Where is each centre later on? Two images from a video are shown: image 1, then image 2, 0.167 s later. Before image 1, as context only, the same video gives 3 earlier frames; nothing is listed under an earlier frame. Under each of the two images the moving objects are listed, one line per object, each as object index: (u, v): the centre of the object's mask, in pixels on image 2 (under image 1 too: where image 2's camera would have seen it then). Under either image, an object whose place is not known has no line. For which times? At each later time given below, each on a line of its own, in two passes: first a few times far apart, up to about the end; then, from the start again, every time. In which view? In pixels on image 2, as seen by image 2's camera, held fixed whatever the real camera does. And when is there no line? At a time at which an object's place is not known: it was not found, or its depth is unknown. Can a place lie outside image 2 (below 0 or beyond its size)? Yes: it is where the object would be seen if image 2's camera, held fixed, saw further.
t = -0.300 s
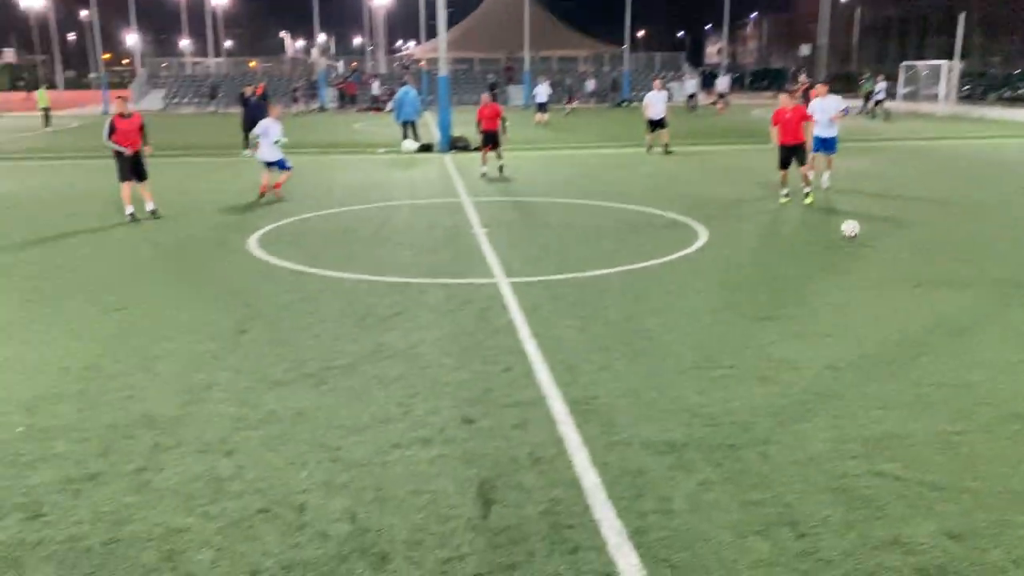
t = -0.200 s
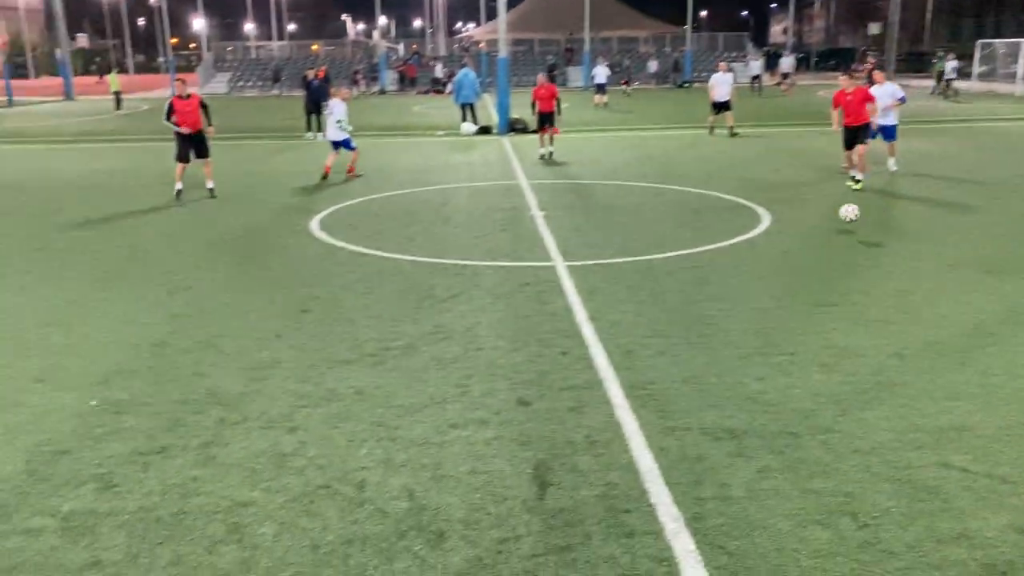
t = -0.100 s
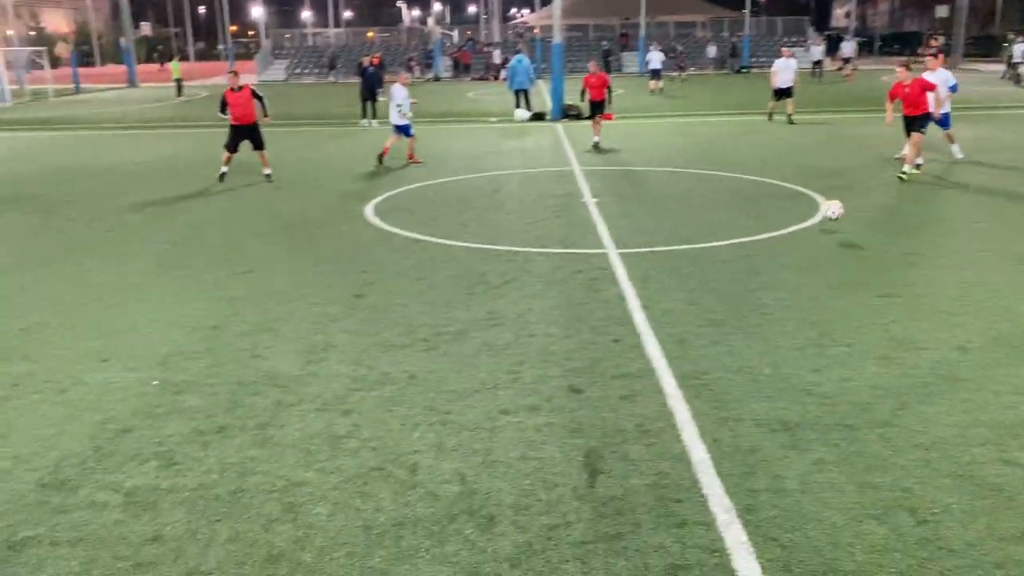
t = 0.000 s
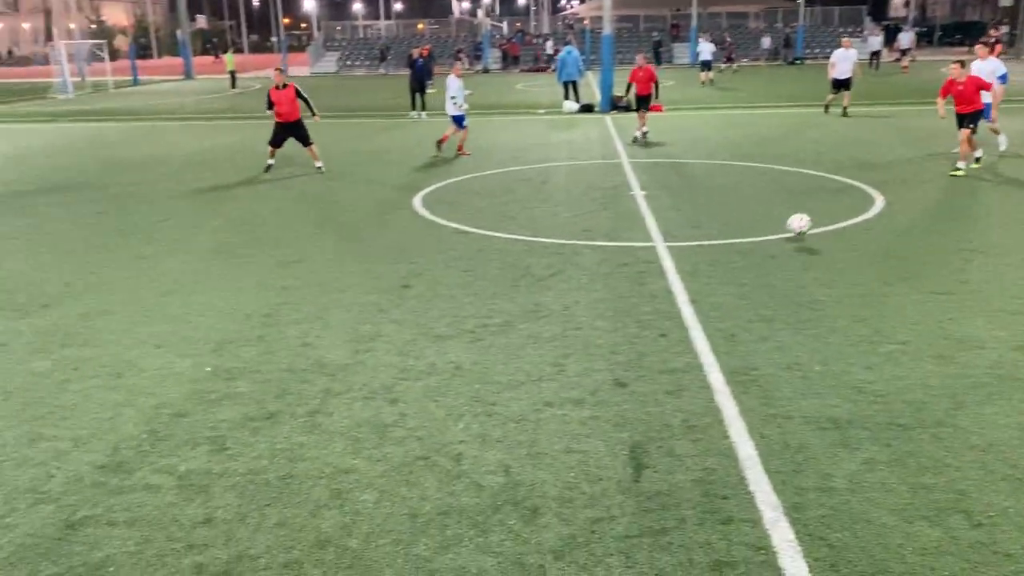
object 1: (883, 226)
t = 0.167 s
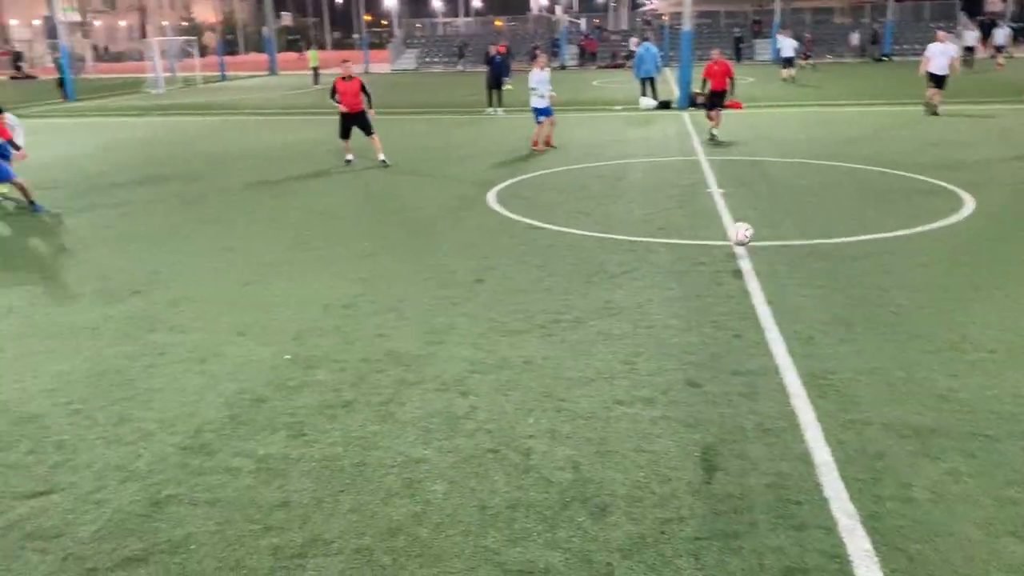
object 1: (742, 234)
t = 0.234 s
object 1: (685, 236)
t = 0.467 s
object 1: (481, 281)
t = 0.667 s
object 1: (332, 277)
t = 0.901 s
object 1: (142, 319)
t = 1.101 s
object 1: (-43, 335)
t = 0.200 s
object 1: (712, 234)
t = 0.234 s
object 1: (685, 236)
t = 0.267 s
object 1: (658, 238)
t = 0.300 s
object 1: (629, 242)
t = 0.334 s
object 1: (600, 248)
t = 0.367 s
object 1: (570, 255)
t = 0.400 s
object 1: (541, 262)
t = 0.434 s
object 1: (511, 272)
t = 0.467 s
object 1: (481, 281)
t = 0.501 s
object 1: (457, 277)
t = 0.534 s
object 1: (432, 274)
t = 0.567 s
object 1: (408, 273)
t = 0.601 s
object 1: (383, 273)
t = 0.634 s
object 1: (358, 274)
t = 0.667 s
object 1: (332, 277)
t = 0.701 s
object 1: (306, 281)
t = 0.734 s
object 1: (280, 287)
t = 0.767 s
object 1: (253, 293)
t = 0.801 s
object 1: (226, 303)
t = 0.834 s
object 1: (199, 313)
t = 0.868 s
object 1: (172, 321)
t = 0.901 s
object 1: (142, 319)
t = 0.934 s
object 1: (113, 317)
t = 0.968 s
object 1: (82, 317)
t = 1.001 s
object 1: (51, 319)
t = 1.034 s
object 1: (20, 323)
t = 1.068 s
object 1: (-11, 328)
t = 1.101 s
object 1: (-43, 335)
